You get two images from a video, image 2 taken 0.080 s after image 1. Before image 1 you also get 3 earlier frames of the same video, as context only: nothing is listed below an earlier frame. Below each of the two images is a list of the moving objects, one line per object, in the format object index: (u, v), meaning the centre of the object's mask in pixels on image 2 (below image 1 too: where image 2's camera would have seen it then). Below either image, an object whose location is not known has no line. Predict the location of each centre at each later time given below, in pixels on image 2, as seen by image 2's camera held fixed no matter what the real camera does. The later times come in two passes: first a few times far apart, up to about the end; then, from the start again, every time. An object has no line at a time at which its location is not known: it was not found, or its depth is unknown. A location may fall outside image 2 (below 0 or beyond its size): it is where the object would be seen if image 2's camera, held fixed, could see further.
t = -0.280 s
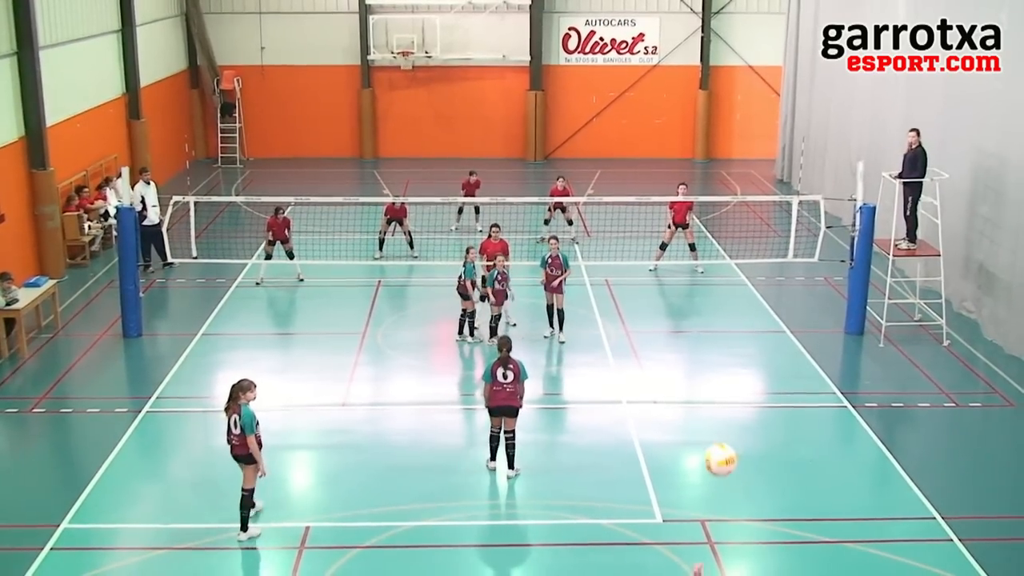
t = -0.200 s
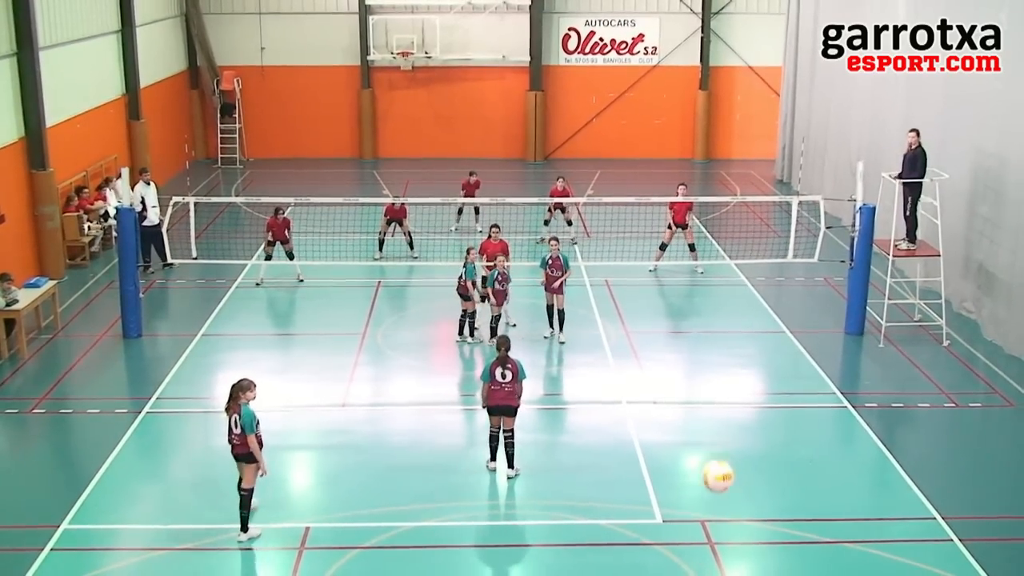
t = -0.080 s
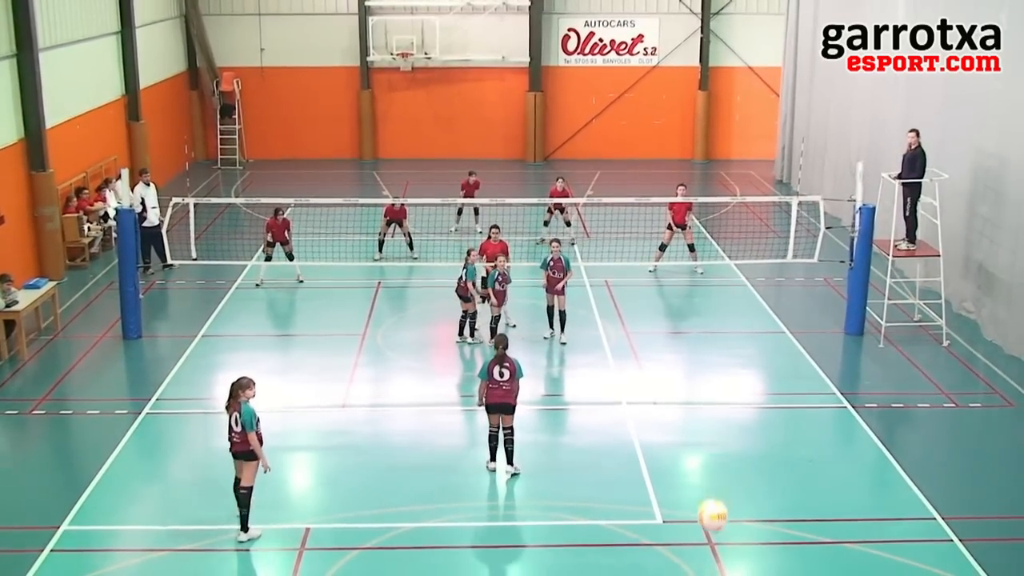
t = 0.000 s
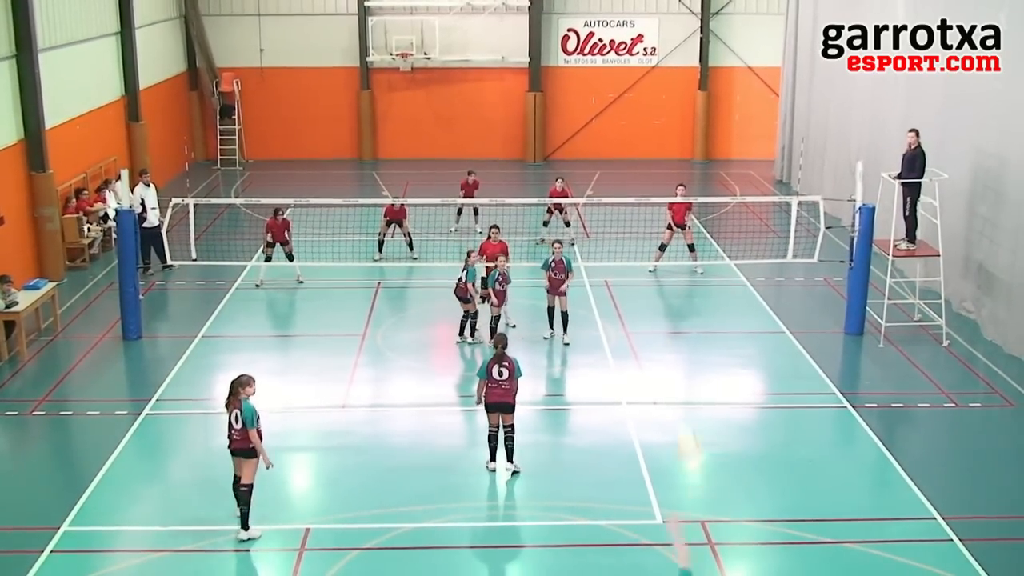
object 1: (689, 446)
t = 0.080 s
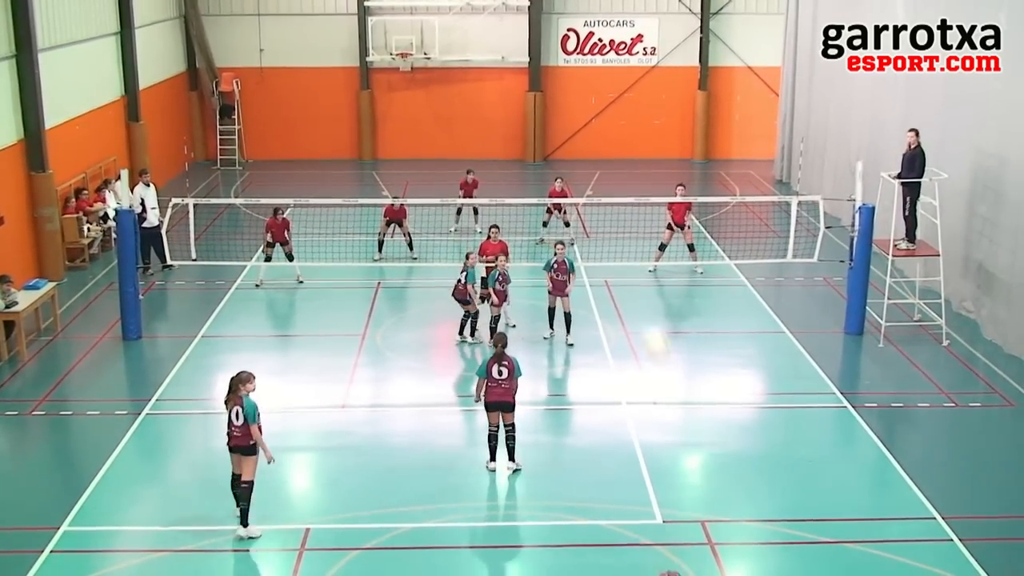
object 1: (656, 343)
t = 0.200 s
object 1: (618, 235)
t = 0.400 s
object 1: (572, 132)
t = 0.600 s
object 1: (541, 88)
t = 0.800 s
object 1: (516, 79)
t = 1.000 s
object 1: (499, 96)
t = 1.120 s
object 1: (492, 114)
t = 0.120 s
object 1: (643, 303)
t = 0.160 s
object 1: (629, 265)
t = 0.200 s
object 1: (618, 235)
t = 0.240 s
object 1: (607, 207)
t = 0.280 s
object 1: (598, 185)
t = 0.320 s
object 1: (589, 165)
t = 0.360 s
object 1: (580, 148)
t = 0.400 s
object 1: (572, 132)
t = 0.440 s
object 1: (565, 120)
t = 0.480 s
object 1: (558, 109)
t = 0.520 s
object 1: (552, 101)
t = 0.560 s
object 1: (546, 94)
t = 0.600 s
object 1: (541, 88)
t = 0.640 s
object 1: (536, 84)
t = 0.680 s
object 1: (531, 82)
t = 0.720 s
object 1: (526, 80)
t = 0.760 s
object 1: (521, 79)
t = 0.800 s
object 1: (516, 79)
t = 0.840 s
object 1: (513, 81)
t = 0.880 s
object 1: (509, 83)
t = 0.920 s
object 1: (505, 86)
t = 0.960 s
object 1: (502, 91)
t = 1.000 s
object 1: (499, 96)
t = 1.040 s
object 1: (497, 101)
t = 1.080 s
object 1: (494, 107)
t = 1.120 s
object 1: (492, 114)
